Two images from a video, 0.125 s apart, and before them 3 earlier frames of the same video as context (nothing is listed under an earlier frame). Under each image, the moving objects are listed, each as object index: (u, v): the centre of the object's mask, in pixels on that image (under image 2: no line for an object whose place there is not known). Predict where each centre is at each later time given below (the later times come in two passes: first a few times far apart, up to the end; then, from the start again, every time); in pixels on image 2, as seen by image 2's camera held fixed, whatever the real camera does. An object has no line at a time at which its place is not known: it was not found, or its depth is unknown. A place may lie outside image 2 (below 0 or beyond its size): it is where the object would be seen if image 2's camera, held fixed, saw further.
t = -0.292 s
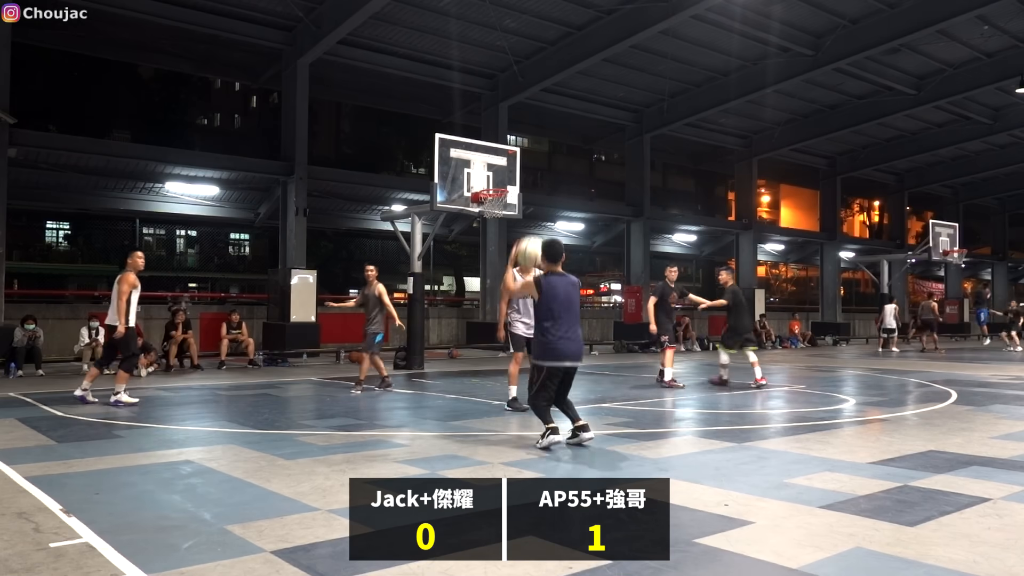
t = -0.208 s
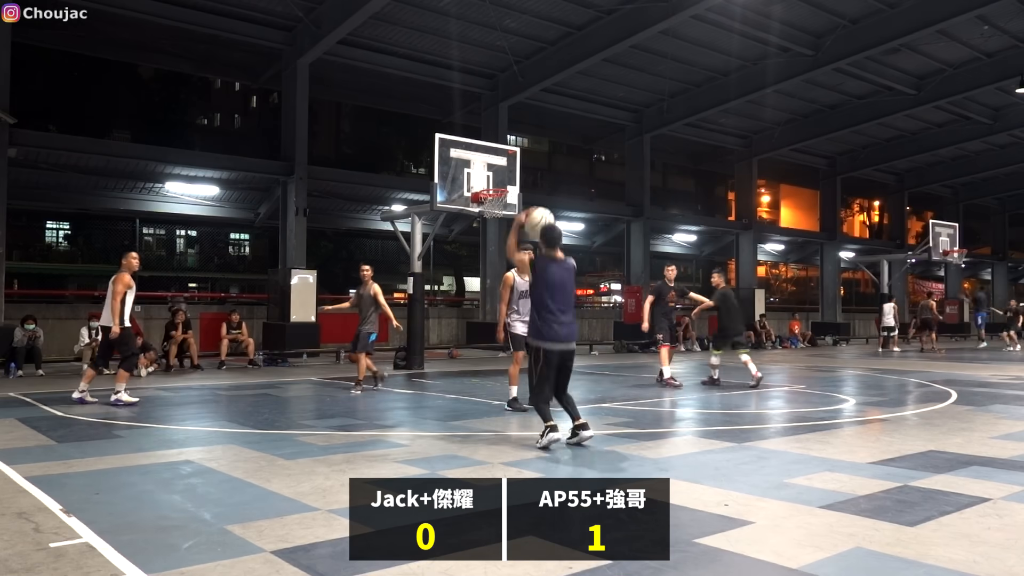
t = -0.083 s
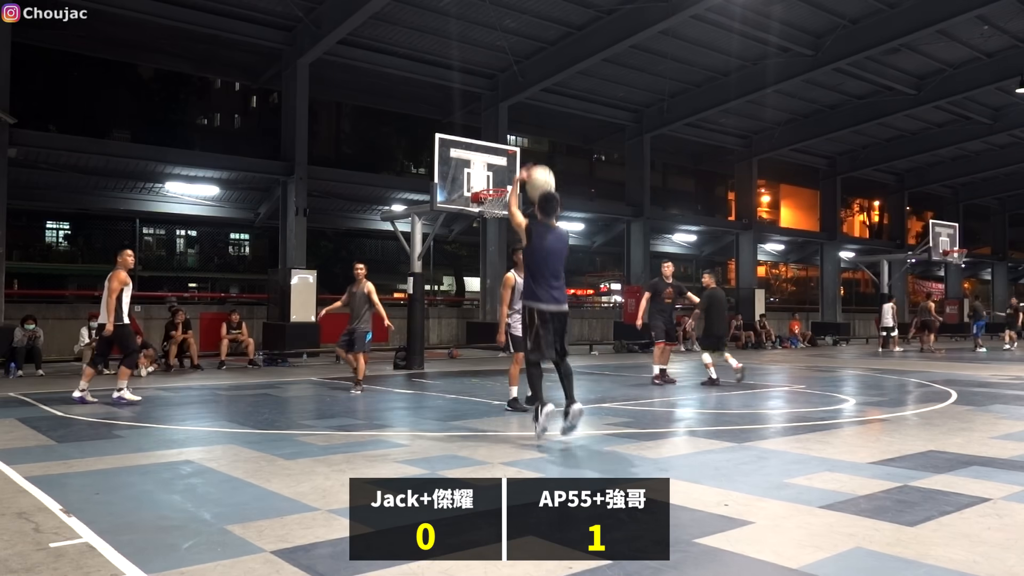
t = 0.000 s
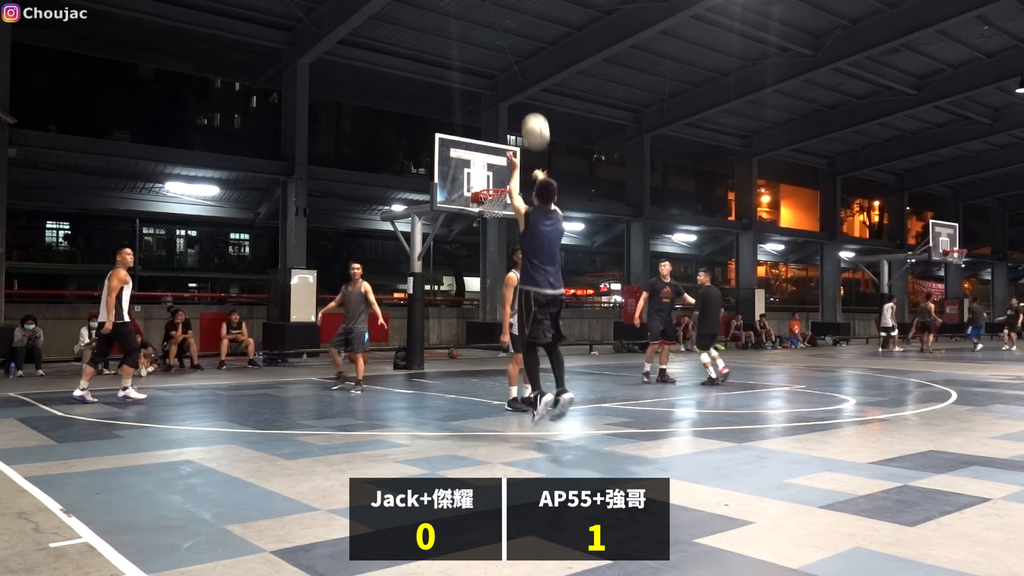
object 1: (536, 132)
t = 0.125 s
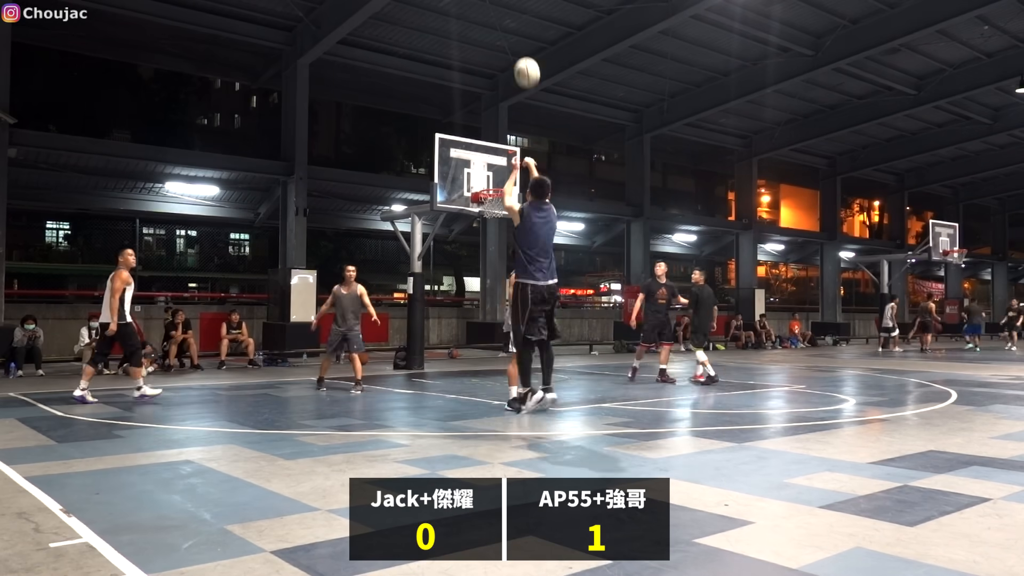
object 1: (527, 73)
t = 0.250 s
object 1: (519, 38)
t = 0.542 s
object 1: (506, 24)
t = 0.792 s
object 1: (497, 62)
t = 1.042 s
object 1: (489, 130)
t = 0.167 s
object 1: (524, 59)
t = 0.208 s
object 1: (522, 48)
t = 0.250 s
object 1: (519, 38)
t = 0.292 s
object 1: (517, 31)
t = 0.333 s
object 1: (515, 26)
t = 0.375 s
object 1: (513, 23)
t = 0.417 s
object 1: (511, 21)
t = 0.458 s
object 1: (509, 21)
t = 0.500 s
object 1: (508, 22)
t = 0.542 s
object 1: (506, 24)
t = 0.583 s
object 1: (504, 27)
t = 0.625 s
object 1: (503, 32)
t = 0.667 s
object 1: (501, 38)
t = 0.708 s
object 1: (500, 45)
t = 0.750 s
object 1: (498, 53)
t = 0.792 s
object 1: (497, 62)
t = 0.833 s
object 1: (495, 72)
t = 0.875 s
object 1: (494, 82)
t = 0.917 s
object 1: (493, 93)
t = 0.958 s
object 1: (491, 105)
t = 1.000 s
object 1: (490, 117)
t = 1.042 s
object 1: (489, 130)
